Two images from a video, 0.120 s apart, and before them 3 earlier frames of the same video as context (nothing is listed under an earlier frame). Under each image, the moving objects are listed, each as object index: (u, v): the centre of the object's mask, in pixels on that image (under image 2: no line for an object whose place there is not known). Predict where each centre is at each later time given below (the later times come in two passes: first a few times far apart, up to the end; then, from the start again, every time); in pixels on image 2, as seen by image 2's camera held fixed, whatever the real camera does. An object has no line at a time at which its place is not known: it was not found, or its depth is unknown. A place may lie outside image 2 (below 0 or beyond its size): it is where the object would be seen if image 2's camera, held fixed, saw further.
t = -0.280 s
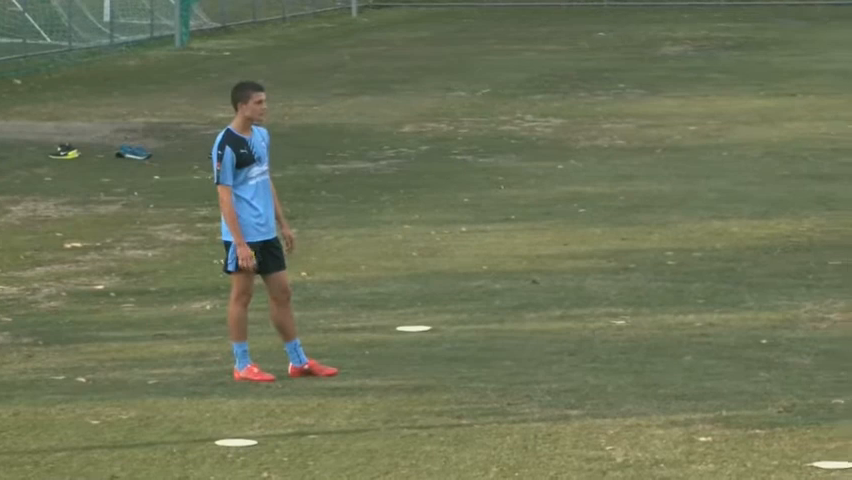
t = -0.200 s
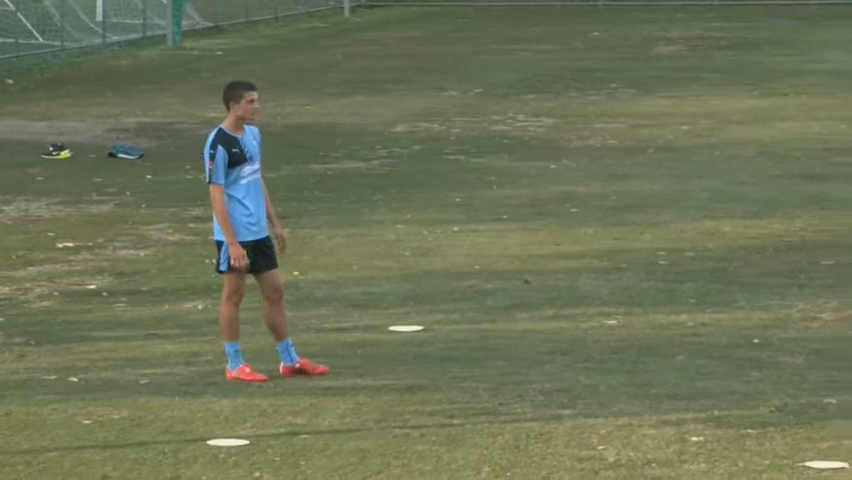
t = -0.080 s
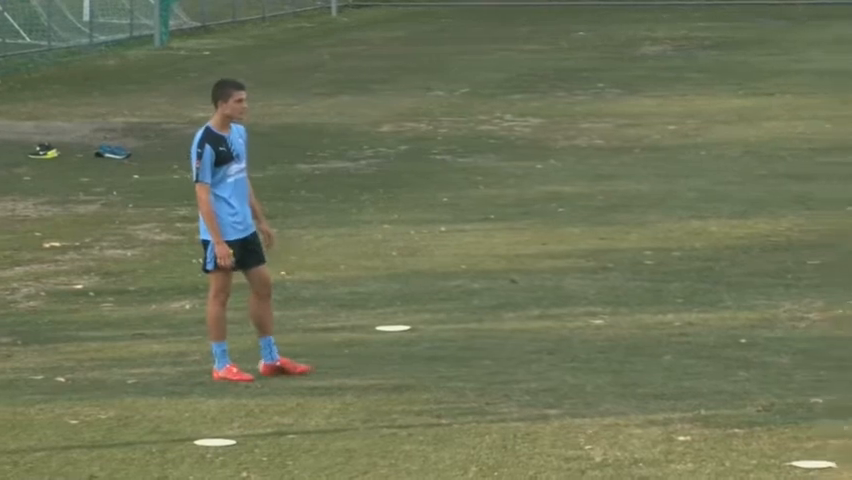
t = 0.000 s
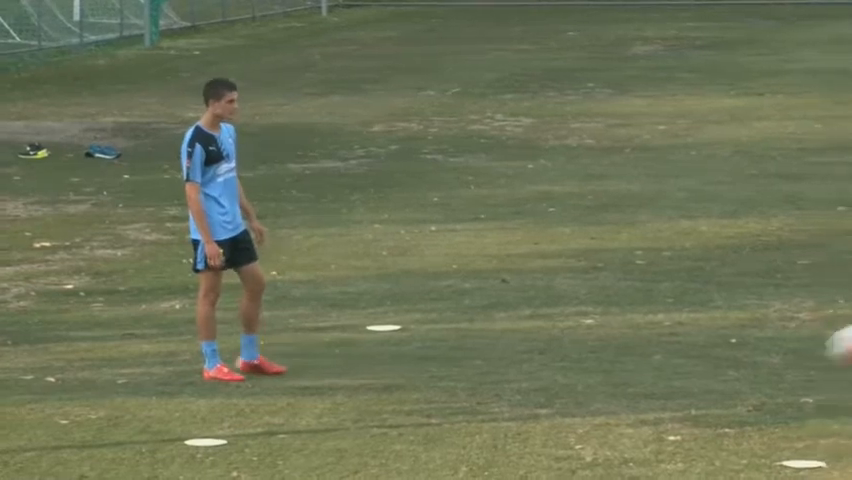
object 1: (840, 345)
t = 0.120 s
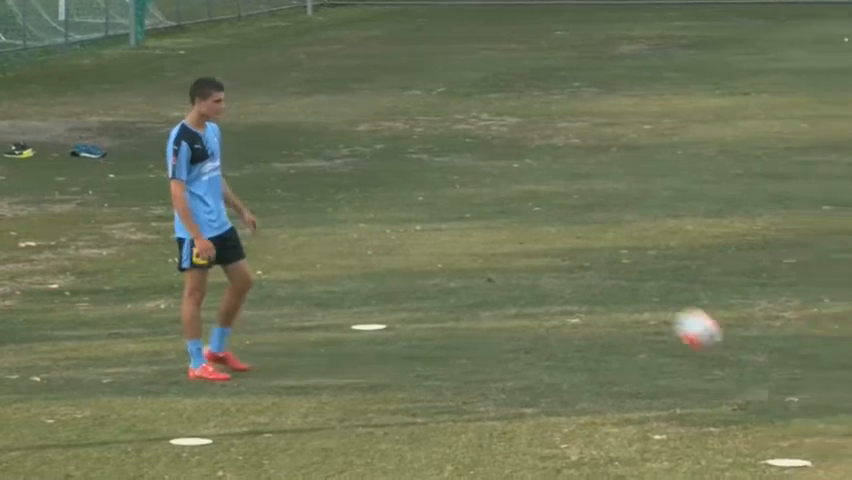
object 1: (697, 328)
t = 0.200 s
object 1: (634, 278)
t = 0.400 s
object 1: (482, 201)
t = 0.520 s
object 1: (397, 188)
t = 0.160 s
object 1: (665, 300)
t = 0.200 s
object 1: (634, 278)
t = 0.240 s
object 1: (603, 257)
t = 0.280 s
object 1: (572, 239)
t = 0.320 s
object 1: (542, 224)
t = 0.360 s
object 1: (512, 211)
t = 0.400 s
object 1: (482, 201)
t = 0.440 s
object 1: (453, 194)
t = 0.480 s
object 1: (425, 190)
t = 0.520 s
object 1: (397, 188)
